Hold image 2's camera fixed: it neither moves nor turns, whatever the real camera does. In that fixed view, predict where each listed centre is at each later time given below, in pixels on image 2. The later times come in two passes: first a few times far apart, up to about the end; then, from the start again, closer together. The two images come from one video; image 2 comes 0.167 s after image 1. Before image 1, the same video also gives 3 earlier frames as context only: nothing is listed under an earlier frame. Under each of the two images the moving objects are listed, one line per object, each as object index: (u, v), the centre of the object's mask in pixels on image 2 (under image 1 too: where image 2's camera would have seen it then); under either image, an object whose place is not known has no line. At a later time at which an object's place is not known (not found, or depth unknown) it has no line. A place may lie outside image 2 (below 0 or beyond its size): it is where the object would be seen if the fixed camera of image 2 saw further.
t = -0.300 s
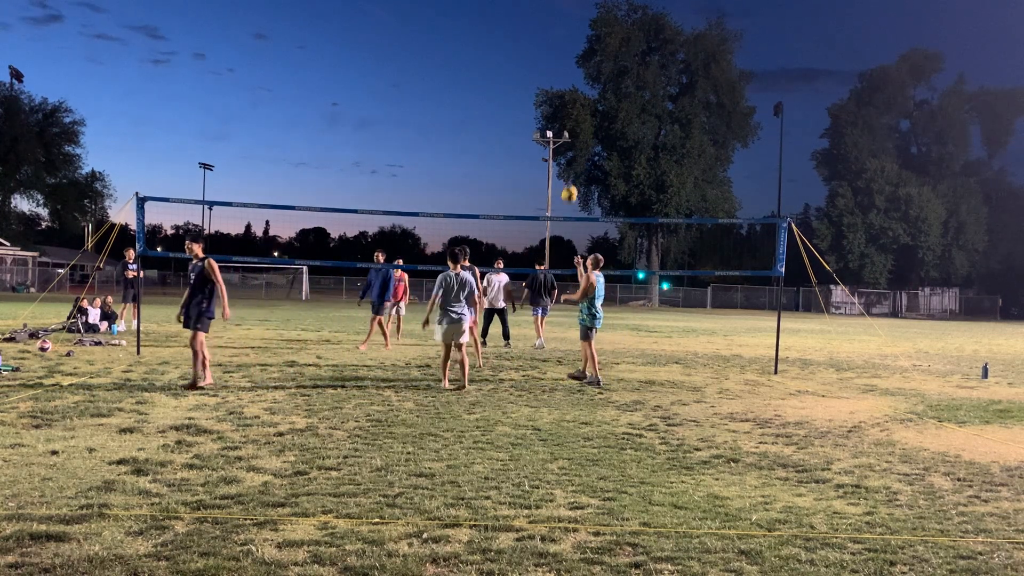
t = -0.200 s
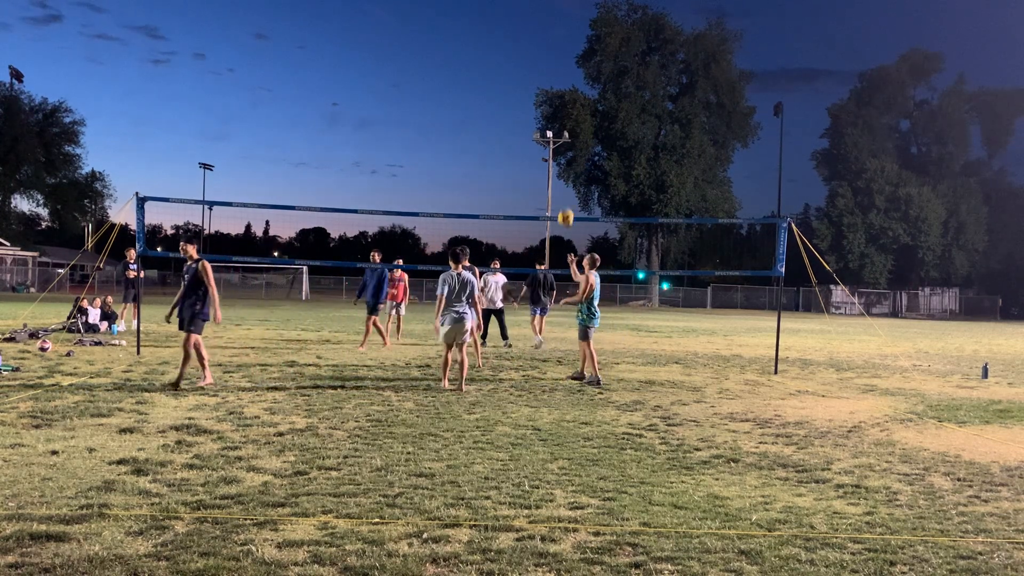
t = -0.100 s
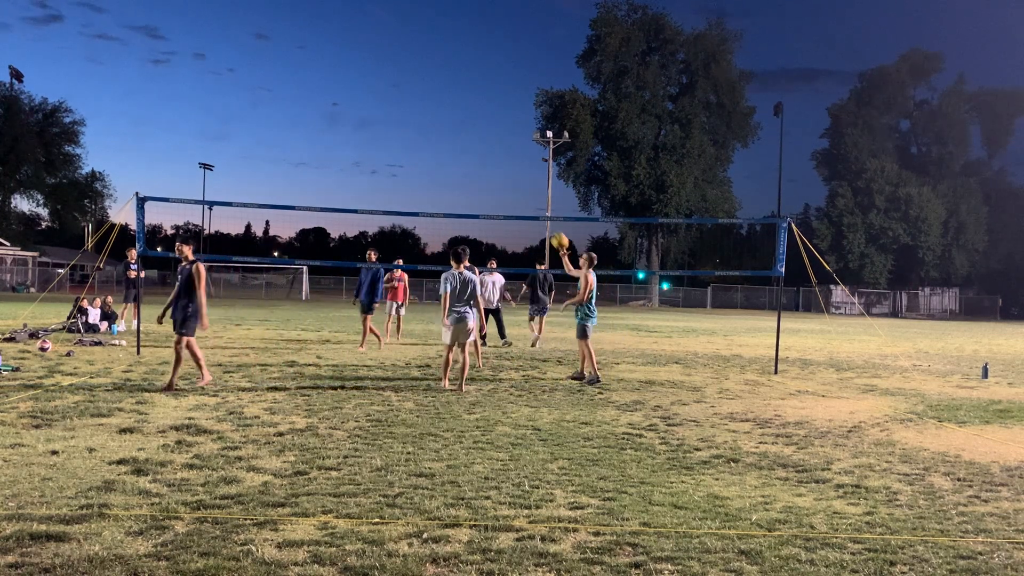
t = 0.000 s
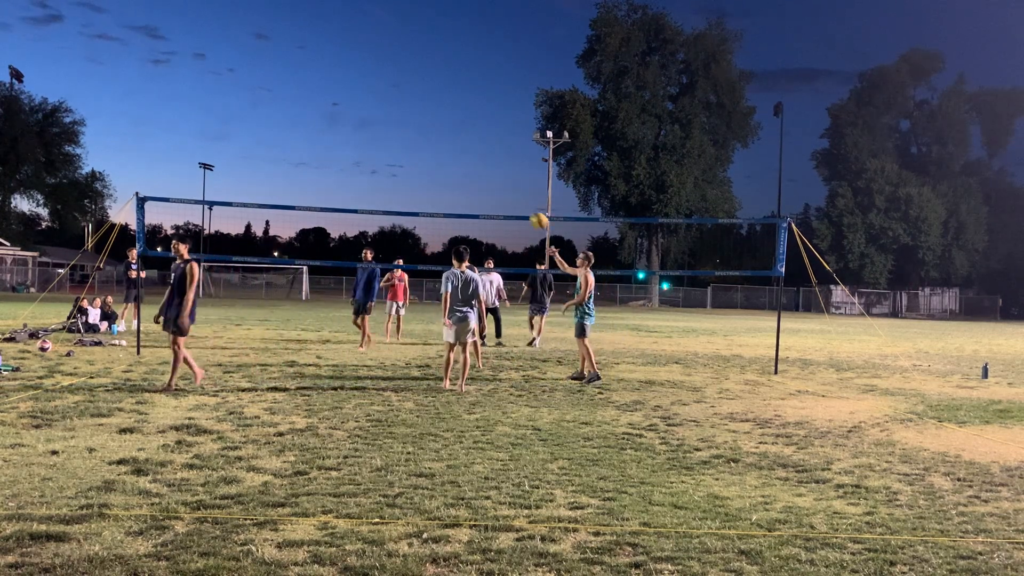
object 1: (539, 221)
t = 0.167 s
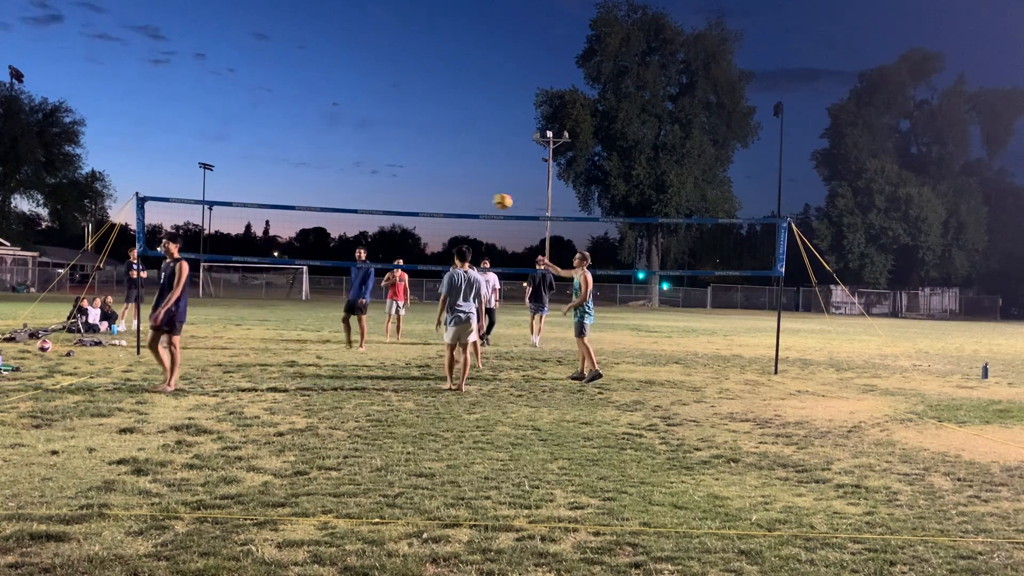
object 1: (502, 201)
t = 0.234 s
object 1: (487, 199)
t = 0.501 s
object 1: (420, 223)
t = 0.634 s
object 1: (383, 259)
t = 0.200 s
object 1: (495, 200)
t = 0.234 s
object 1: (487, 199)
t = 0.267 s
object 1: (479, 199)
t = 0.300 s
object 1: (471, 200)
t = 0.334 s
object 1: (463, 202)
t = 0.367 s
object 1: (455, 204)
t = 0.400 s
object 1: (446, 208)
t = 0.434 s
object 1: (437, 212)
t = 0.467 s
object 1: (429, 217)
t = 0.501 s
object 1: (420, 223)
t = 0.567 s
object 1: (401, 240)
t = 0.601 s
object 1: (392, 249)
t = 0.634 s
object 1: (383, 259)
